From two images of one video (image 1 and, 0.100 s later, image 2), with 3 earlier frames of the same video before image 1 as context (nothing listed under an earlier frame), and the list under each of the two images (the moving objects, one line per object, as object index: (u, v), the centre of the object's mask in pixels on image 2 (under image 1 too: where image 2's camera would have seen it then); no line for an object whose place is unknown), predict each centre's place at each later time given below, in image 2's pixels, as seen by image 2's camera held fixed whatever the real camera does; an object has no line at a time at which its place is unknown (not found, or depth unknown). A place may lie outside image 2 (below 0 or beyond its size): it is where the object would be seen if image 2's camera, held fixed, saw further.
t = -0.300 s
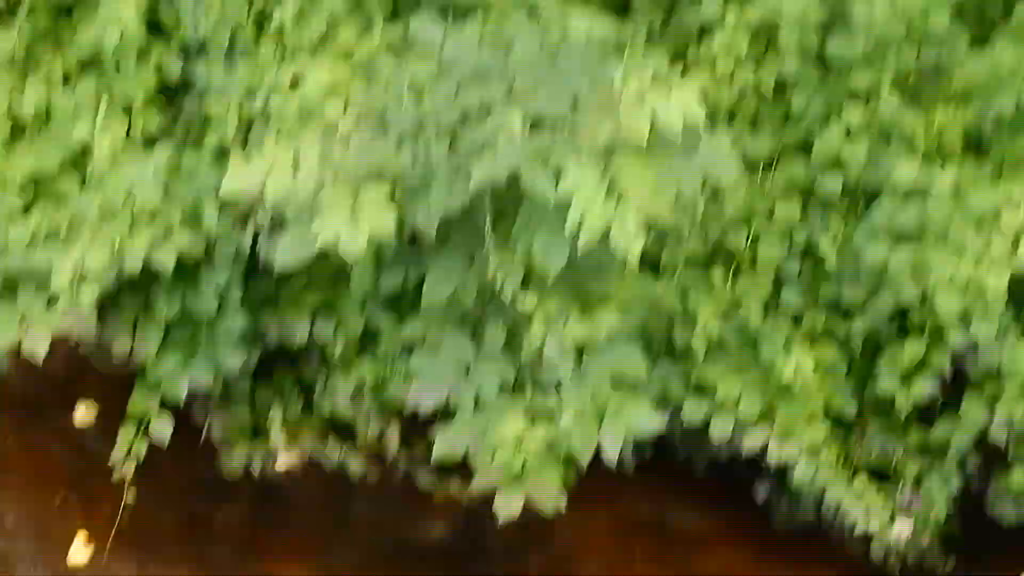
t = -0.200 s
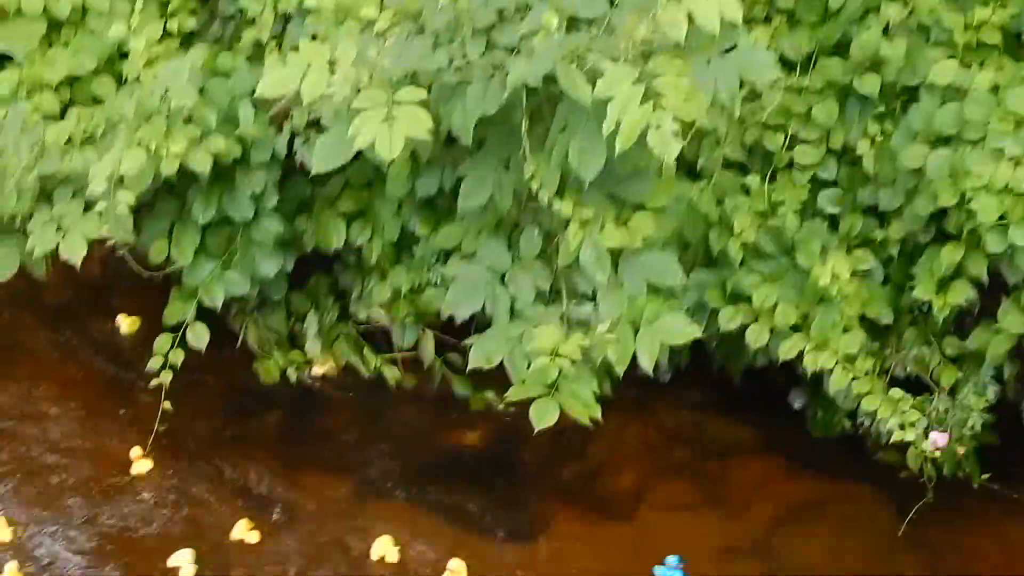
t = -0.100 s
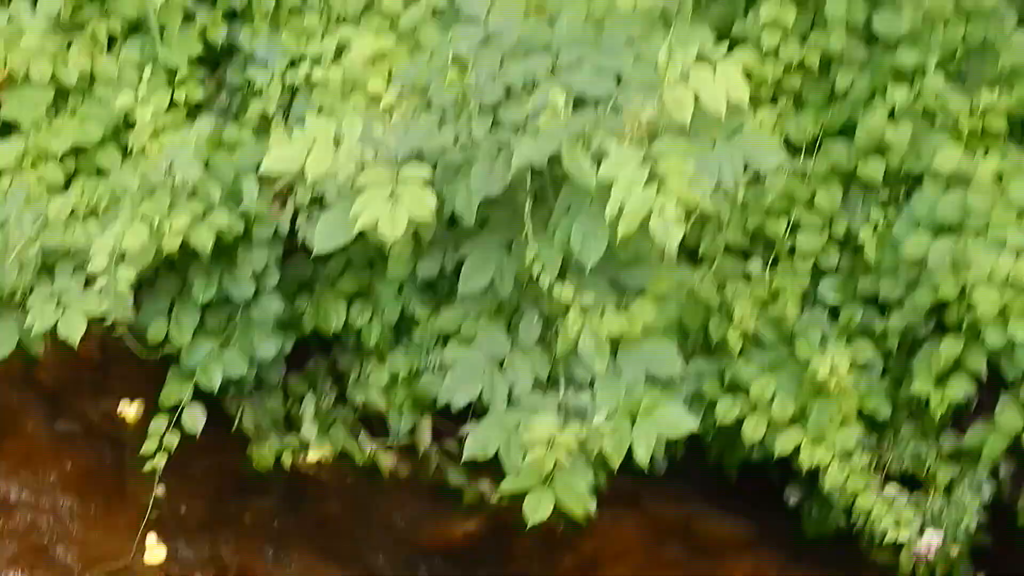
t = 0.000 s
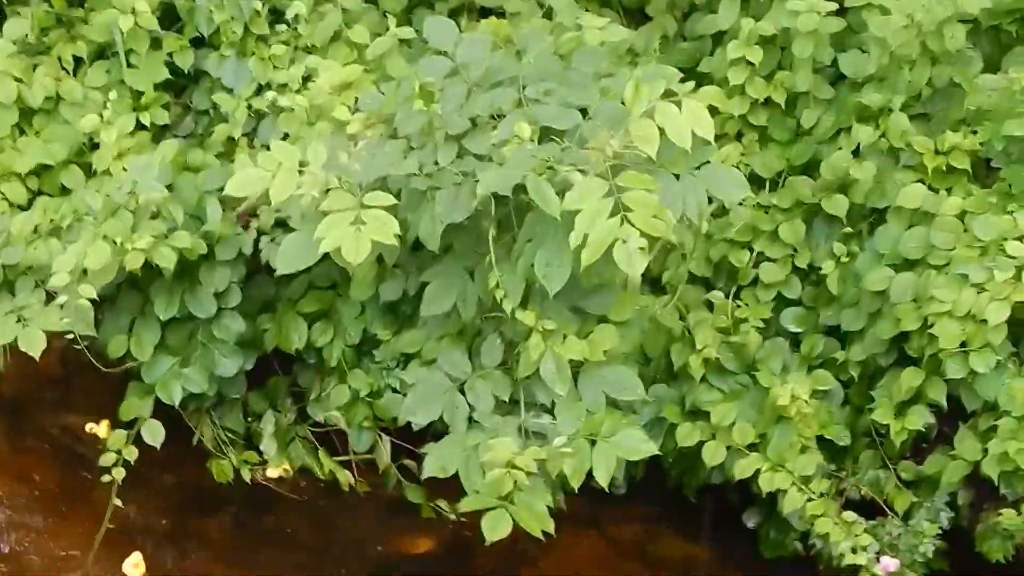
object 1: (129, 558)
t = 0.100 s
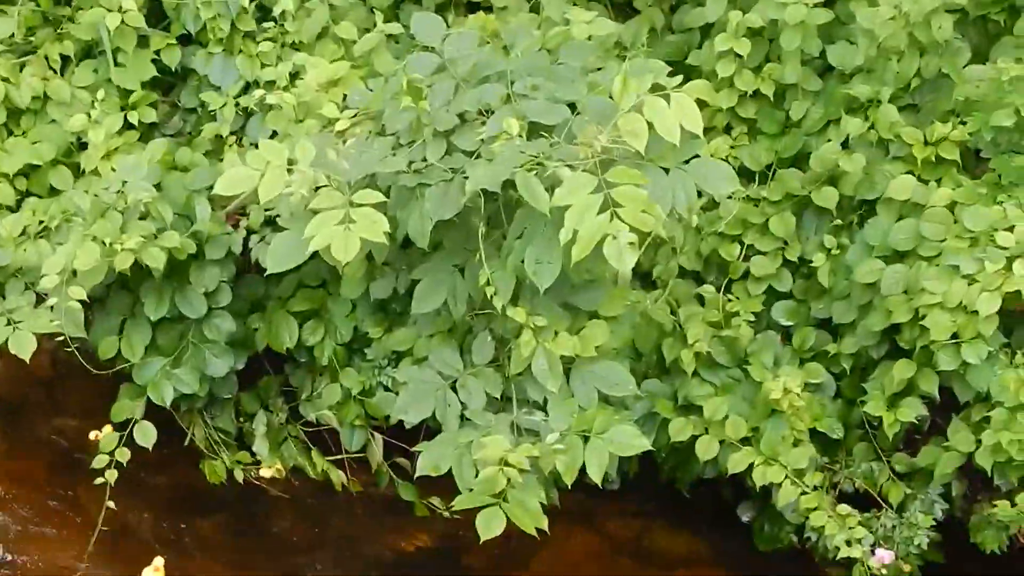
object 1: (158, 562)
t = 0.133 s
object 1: (163, 561)
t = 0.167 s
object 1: (170, 564)
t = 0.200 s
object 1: (174, 563)
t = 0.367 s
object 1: (210, 577)
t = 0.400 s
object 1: (218, 580)
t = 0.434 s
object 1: (227, 577)
